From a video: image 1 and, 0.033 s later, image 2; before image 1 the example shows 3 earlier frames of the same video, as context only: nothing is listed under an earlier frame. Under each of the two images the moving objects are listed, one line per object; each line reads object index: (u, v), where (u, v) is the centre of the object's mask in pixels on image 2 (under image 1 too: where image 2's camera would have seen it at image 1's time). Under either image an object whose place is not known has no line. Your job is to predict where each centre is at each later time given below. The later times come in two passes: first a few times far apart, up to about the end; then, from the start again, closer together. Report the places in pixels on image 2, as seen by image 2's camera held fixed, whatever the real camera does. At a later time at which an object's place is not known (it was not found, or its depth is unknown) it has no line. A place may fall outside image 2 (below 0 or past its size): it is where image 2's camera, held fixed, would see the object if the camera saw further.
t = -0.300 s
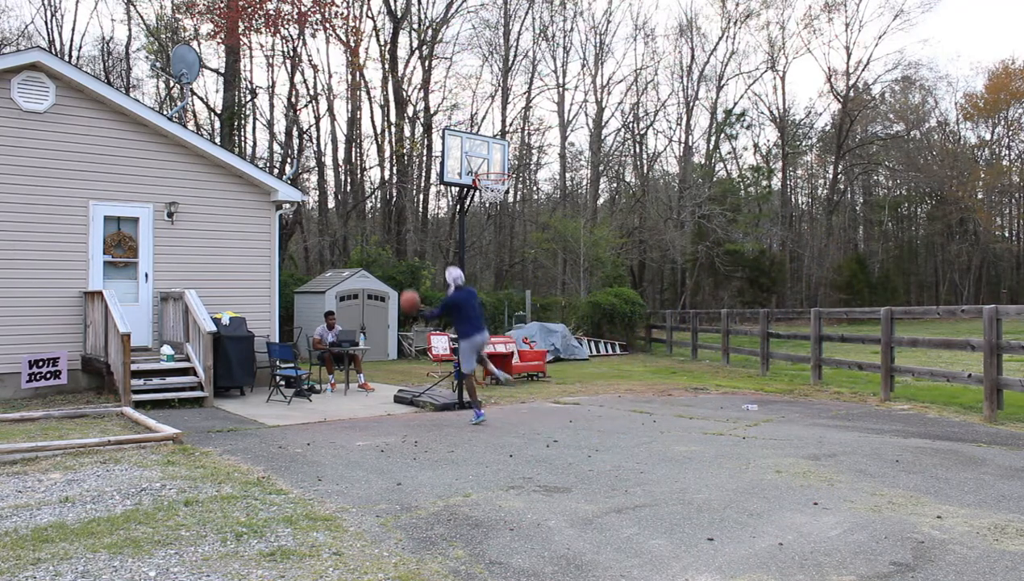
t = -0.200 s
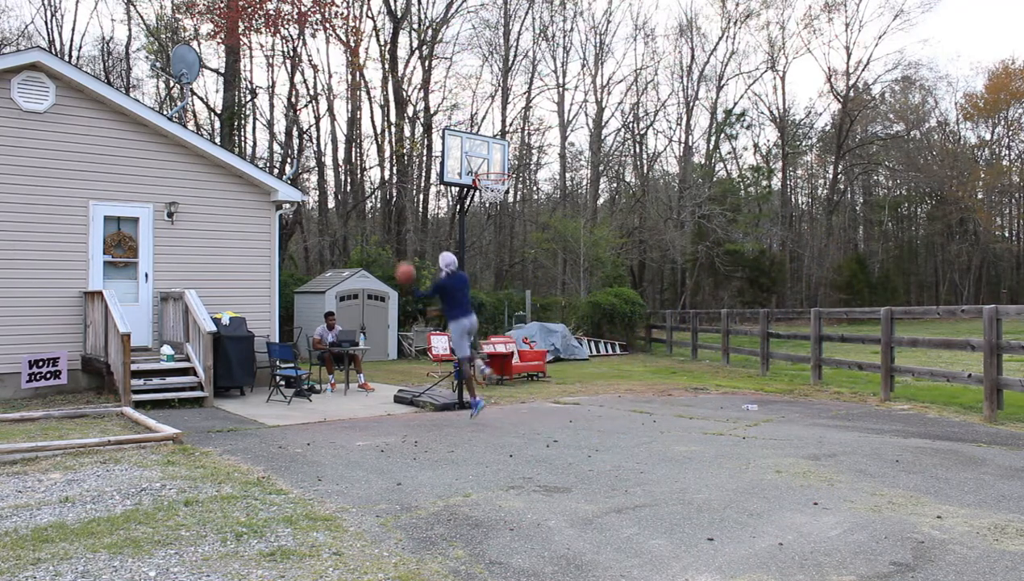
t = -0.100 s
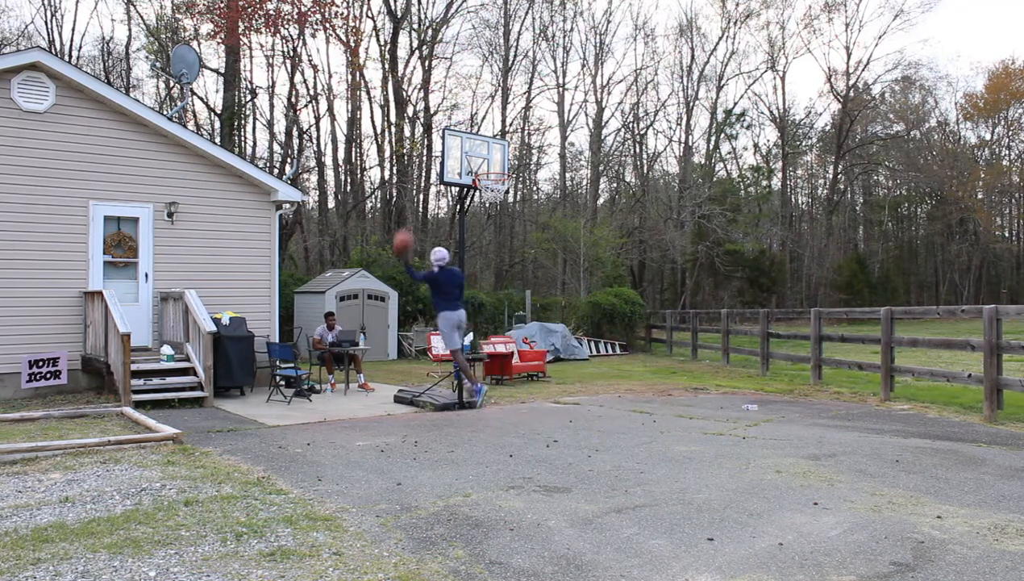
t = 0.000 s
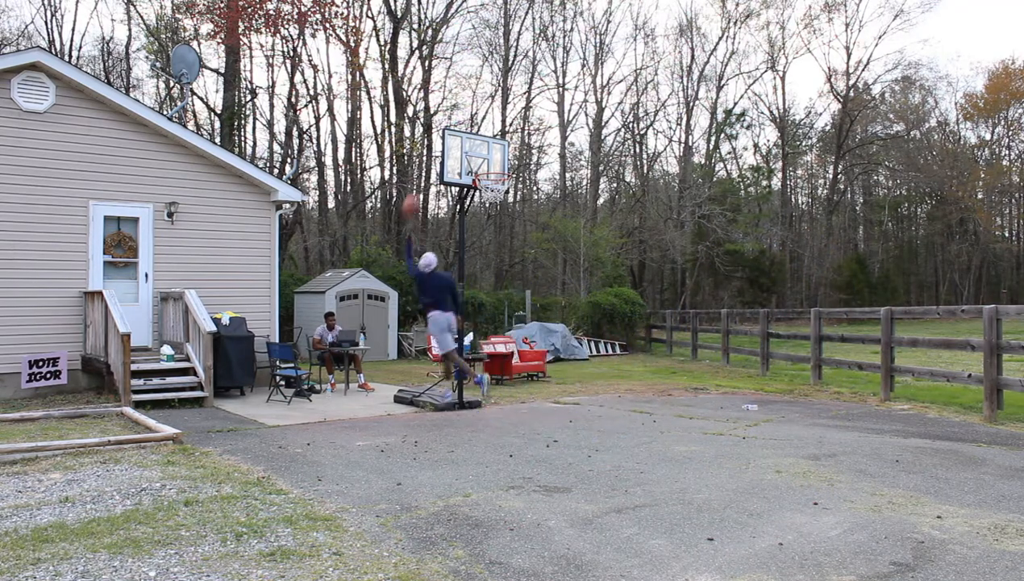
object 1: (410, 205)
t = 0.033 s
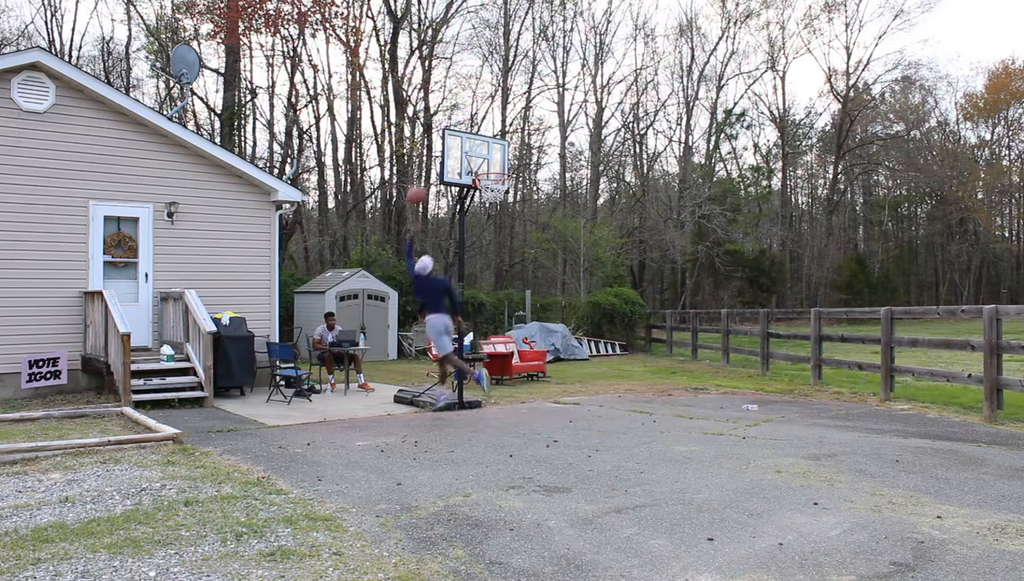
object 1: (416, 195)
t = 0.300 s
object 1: (450, 146)
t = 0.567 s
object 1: (483, 150)
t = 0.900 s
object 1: (522, 192)
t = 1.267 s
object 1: (563, 293)
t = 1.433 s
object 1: (579, 368)
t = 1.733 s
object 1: (596, 317)
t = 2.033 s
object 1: (609, 277)
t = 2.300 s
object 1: (621, 290)
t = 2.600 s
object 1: (633, 359)
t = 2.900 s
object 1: (644, 339)
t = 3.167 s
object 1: (653, 317)
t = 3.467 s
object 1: (663, 340)
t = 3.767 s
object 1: (673, 366)
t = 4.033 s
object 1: (684, 347)
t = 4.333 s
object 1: (696, 374)
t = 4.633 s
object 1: (709, 364)
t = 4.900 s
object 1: (721, 380)
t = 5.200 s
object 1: (735, 379)
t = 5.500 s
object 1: (745, 379)
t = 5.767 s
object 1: (751, 379)
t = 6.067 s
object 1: (752, 379)
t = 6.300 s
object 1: (750, 379)
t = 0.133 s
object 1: (429, 169)
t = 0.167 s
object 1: (433, 162)
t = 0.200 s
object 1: (438, 157)
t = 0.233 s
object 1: (443, 152)
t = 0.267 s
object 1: (447, 148)
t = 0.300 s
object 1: (450, 146)
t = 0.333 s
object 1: (455, 143)
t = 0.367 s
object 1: (459, 142)
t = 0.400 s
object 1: (463, 141)
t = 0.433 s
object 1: (467, 141)
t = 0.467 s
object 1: (471, 142)
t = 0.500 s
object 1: (475, 145)
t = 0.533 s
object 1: (479, 147)
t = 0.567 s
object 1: (483, 150)
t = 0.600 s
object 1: (487, 155)
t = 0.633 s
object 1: (493, 160)
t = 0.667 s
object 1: (496, 164)
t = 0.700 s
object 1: (500, 169)
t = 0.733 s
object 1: (502, 173)
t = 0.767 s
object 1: (504, 175)
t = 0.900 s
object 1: (522, 192)
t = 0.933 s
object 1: (526, 198)
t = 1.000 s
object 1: (533, 209)
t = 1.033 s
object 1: (537, 217)
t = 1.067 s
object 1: (540, 226)
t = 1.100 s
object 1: (544, 235)
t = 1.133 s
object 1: (548, 246)
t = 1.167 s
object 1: (551, 256)
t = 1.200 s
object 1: (555, 266)
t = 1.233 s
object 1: (559, 279)
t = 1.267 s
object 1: (563, 293)
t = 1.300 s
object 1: (566, 305)
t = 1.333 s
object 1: (569, 318)
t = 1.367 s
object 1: (573, 333)
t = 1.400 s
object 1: (574, 350)
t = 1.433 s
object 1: (579, 368)
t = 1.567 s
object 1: (587, 367)
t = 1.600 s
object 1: (589, 357)
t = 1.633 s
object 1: (592, 344)
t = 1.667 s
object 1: (593, 332)
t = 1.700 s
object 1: (594, 325)
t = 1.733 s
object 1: (596, 317)
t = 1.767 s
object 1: (597, 310)
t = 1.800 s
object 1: (599, 303)
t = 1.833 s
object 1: (600, 297)
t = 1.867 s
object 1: (601, 291)
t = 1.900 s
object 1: (603, 287)
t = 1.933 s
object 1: (605, 283)
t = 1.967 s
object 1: (606, 280)
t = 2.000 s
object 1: (608, 278)
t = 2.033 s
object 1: (609, 277)
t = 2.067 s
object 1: (611, 276)
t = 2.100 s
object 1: (612, 276)
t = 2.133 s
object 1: (614, 277)
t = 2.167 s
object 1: (615, 278)
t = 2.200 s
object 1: (617, 280)
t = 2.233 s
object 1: (618, 282)
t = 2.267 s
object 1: (620, 285)
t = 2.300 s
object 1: (621, 290)
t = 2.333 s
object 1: (623, 295)
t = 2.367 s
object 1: (624, 300)
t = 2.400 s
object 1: (625, 307)
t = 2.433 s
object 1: (627, 314)
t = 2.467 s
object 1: (628, 322)
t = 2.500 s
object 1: (630, 330)
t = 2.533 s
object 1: (631, 338)
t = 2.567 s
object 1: (632, 348)
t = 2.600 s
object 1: (633, 359)
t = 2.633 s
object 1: (634, 370)
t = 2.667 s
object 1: (636, 381)
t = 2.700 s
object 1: (637, 387)
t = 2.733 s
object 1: (638, 377)
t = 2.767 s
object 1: (639, 369)
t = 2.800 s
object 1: (640, 360)
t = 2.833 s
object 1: (642, 352)
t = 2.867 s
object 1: (643, 346)
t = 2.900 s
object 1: (644, 339)
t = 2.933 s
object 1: (645, 334)
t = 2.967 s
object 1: (646, 330)
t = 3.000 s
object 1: (647, 325)
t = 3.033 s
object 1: (649, 322)
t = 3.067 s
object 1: (649, 320)
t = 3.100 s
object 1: (650, 319)
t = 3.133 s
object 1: (652, 318)
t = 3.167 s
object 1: (653, 317)
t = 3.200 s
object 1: (654, 317)
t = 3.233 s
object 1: (655, 317)
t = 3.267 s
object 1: (656, 318)
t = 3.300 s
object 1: (657, 321)
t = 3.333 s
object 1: (658, 323)
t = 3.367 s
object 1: (659, 326)
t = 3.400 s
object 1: (660, 331)
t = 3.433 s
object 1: (661, 335)
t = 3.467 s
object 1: (663, 340)
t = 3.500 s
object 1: (664, 347)
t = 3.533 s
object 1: (664, 353)
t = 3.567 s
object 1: (666, 361)
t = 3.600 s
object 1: (667, 369)
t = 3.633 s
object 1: (668, 378)
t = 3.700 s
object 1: (670, 377)
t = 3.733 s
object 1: (672, 371)
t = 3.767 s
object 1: (673, 366)
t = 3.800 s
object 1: (675, 361)
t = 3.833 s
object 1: (676, 357)
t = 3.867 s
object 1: (677, 354)
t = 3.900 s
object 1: (678, 351)
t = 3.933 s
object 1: (680, 349)
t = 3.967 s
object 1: (681, 348)
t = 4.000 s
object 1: (682, 347)
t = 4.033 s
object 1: (684, 347)
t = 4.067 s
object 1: (685, 348)
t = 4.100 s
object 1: (687, 349)
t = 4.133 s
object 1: (688, 350)
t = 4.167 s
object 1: (690, 353)
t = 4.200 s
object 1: (690, 356)
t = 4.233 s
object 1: (692, 360)
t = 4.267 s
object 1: (693, 365)
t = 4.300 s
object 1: (694, 369)
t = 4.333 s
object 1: (696, 374)
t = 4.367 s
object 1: (697, 381)
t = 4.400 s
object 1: (698, 379)
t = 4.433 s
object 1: (700, 375)
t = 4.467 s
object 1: (701, 371)
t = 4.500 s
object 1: (703, 369)
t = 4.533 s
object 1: (705, 366)
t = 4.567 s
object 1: (707, 365)
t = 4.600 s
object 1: (708, 364)
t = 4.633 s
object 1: (709, 364)
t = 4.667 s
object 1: (710, 365)
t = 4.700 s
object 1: (712, 366)
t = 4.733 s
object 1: (714, 367)
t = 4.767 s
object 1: (715, 369)
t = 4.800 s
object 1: (716, 372)
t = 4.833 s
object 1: (718, 376)
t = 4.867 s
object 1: (720, 380)
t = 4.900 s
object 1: (721, 380)
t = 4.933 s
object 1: (723, 380)
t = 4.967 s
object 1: (725, 379)
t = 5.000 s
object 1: (726, 379)
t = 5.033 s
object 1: (728, 379)
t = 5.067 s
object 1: (729, 380)
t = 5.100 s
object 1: (731, 381)
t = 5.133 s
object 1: (733, 380)
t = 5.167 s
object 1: (734, 380)
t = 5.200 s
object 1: (735, 379)
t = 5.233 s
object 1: (736, 379)
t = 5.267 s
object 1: (737, 379)
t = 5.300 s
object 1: (739, 379)
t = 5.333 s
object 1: (740, 379)
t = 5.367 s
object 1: (741, 379)
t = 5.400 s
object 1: (743, 379)
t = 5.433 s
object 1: (744, 379)
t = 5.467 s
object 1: (744, 379)
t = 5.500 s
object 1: (745, 379)
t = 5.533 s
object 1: (746, 379)
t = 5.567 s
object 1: (747, 379)
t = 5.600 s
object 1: (748, 379)
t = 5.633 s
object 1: (748, 379)
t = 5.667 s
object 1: (750, 379)
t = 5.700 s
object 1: (750, 379)
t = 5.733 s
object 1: (750, 379)
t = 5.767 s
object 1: (751, 379)
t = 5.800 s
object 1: (751, 379)
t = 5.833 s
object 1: (751, 379)
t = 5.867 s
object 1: (752, 379)
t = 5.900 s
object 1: (751, 379)
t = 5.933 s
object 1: (751, 379)
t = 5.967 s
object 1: (751, 379)
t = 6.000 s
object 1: (751, 379)
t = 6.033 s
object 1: (751, 379)
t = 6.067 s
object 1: (752, 379)
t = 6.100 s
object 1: (751, 379)
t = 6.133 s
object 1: (751, 379)
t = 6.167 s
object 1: (751, 379)
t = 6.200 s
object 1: (751, 379)
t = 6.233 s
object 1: (751, 379)
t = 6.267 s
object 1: (750, 379)
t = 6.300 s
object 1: (750, 379)
